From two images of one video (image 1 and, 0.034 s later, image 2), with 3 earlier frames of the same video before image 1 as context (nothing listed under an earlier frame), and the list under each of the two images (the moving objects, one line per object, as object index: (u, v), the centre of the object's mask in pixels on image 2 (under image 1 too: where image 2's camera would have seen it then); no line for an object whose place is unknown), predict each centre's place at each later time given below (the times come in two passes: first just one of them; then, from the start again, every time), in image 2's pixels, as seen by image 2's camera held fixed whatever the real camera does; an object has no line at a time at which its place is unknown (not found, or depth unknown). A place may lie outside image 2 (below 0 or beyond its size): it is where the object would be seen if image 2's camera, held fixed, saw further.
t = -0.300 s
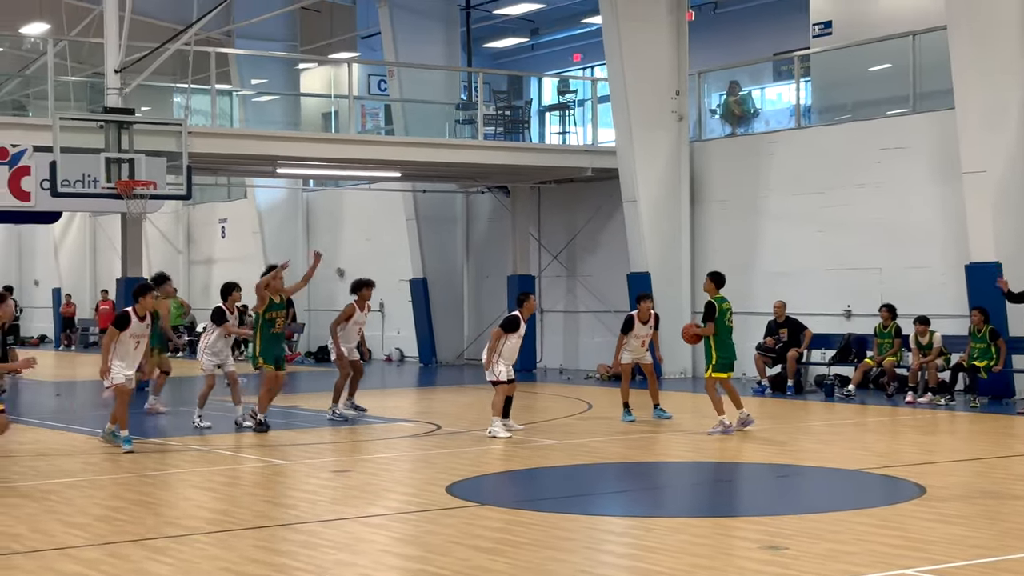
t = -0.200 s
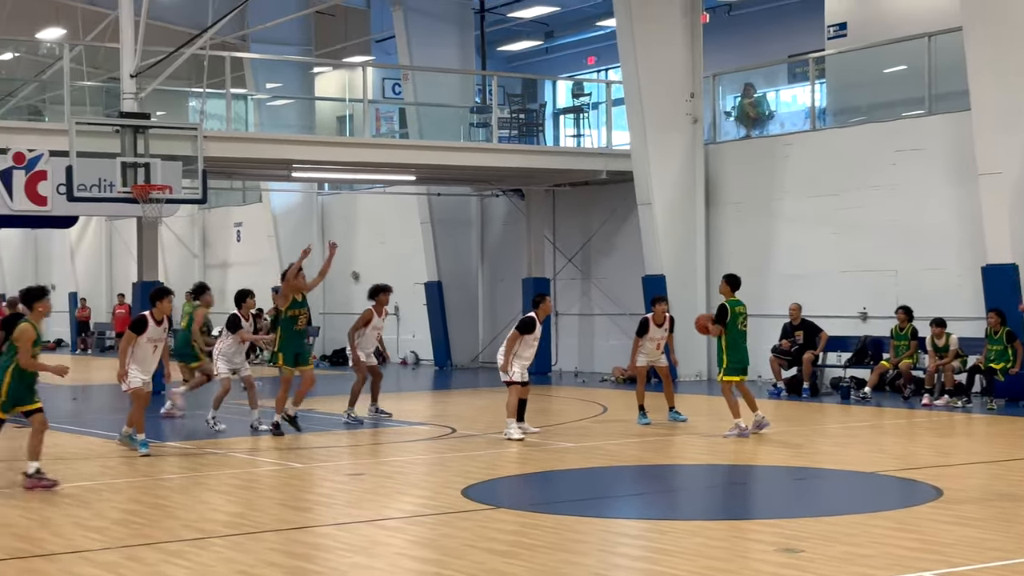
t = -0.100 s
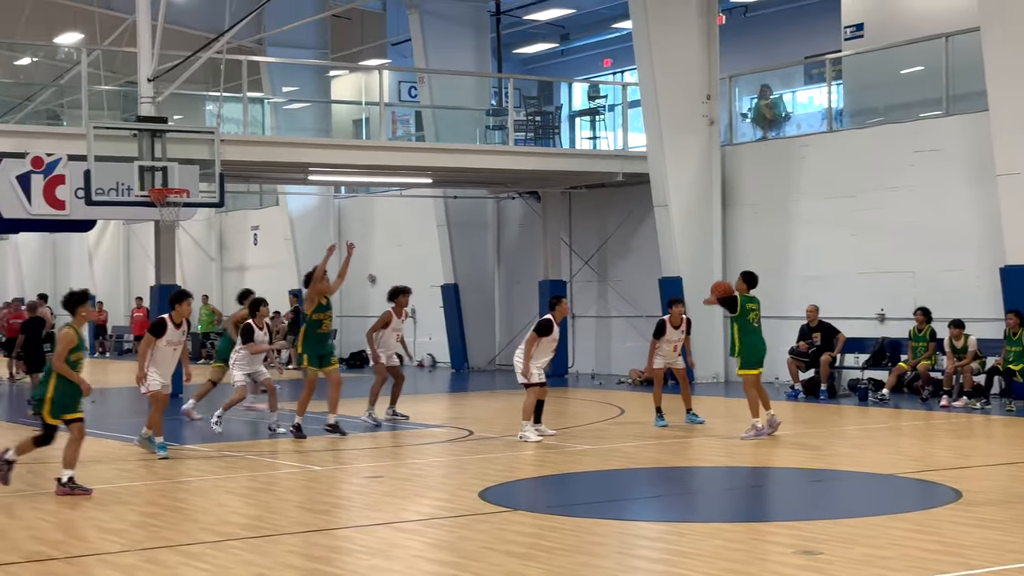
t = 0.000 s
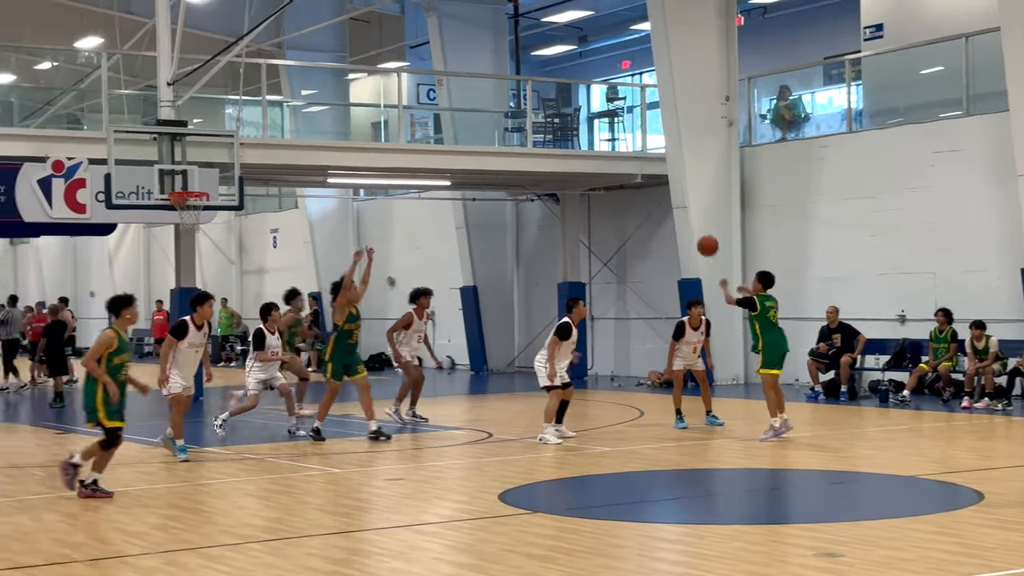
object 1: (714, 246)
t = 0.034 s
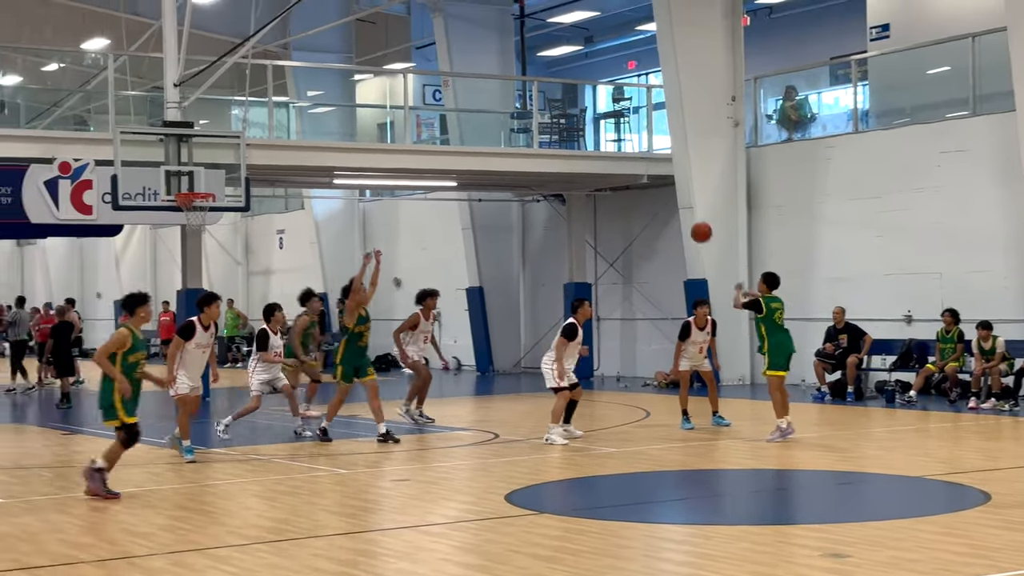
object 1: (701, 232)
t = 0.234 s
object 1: (637, 173)
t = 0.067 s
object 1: (689, 219)
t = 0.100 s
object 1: (678, 208)
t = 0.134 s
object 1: (667, 197)
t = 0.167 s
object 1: (657, 188)
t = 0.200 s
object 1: (647, 180)
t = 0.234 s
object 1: (637, 173)
